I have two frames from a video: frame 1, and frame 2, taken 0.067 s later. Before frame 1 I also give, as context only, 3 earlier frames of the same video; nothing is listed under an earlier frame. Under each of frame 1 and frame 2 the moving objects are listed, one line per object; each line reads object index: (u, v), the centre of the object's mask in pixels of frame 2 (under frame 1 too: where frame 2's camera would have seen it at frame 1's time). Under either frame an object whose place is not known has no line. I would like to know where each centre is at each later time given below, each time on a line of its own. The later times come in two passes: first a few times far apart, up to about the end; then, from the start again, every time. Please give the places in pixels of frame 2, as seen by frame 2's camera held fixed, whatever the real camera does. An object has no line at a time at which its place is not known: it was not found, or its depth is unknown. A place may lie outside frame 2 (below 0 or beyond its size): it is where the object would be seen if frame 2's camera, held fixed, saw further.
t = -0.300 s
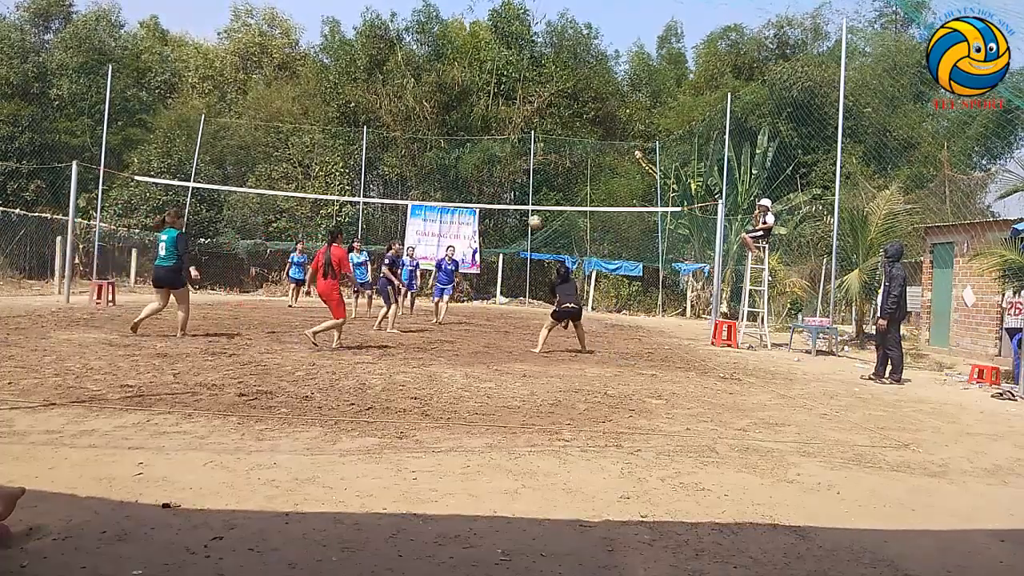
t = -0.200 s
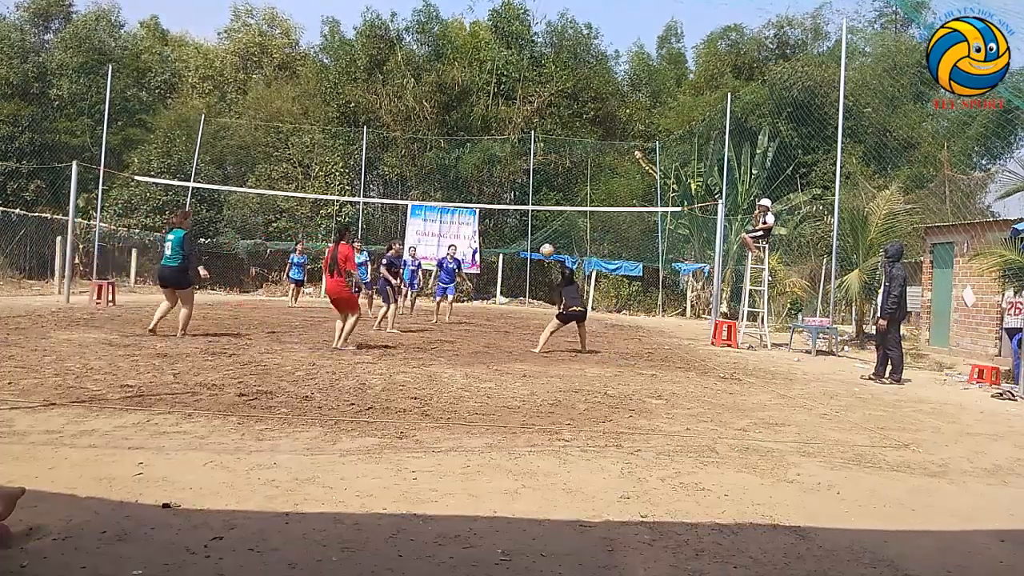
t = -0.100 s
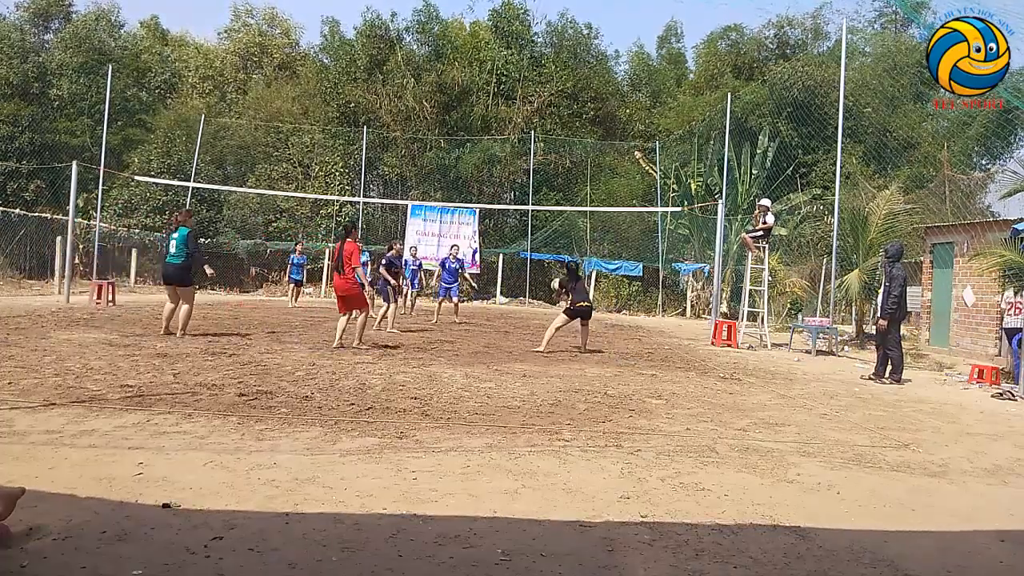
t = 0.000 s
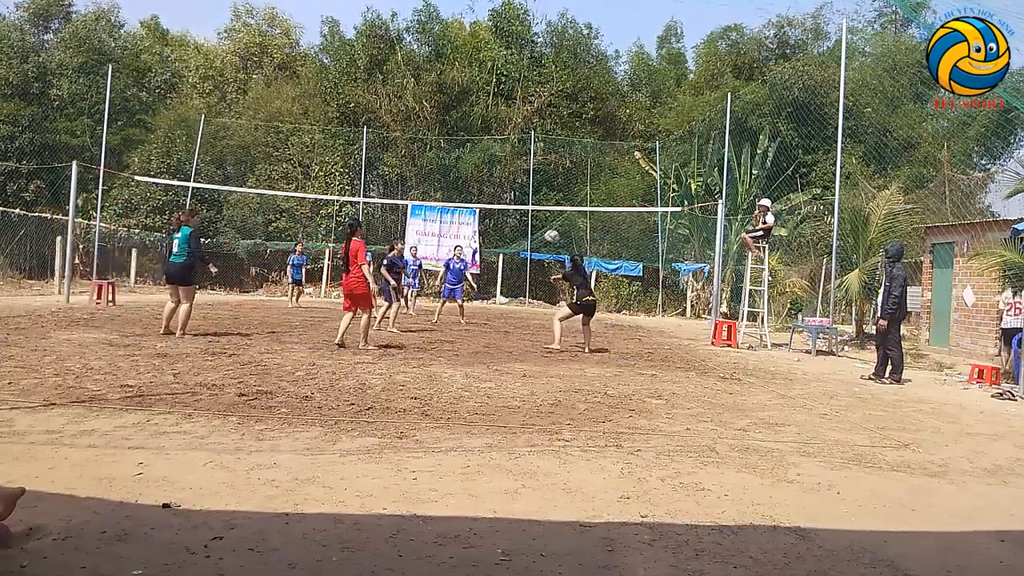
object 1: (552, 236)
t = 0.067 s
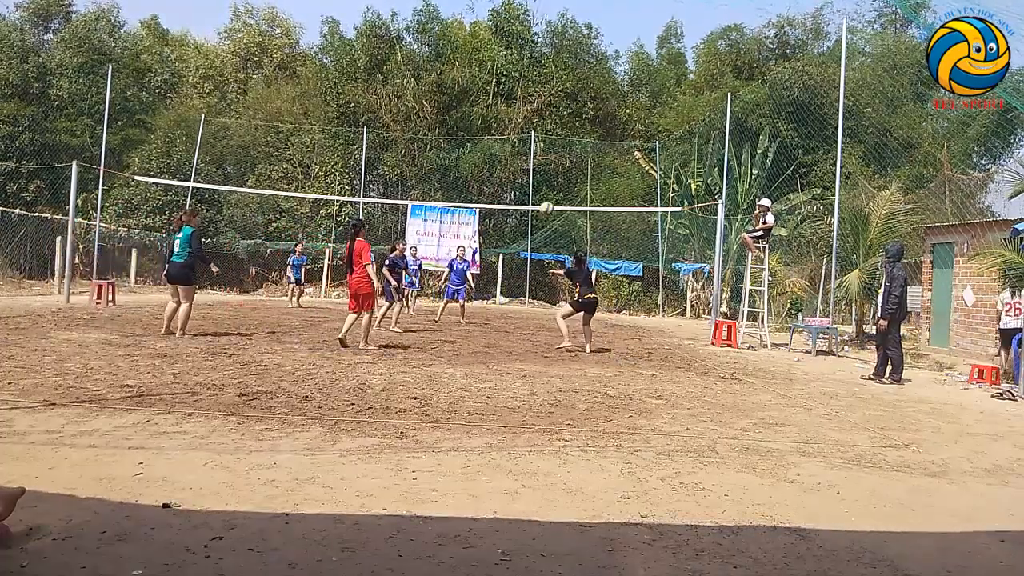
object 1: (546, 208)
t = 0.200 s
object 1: (537, 161)
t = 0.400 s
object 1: (520, 116)
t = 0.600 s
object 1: (503, 98)
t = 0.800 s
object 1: (483, 105)
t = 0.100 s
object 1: (544, 196)
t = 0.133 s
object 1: (542, 184)
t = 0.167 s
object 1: (540, 173)
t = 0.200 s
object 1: (537, 161)
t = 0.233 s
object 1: (533, 152)
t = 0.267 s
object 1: (531, 144)
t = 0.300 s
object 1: (529, 135)
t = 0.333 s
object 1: (525, 128)
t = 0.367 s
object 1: (523, 121)
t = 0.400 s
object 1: (520, 116)
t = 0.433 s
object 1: (517, 111)
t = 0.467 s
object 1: (514, 106)
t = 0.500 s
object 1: (511, 103)
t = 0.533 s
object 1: (508, 101)
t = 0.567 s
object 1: (506, 99)
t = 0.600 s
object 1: (503, 98)
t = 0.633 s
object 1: (500, 97)
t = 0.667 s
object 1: (496, 97)
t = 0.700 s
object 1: (493, 98)
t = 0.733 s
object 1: (490, 101)
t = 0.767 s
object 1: (487, 102)
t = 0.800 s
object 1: (483, 105)
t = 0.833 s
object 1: (481, 109)
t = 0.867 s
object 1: (478, 114)
